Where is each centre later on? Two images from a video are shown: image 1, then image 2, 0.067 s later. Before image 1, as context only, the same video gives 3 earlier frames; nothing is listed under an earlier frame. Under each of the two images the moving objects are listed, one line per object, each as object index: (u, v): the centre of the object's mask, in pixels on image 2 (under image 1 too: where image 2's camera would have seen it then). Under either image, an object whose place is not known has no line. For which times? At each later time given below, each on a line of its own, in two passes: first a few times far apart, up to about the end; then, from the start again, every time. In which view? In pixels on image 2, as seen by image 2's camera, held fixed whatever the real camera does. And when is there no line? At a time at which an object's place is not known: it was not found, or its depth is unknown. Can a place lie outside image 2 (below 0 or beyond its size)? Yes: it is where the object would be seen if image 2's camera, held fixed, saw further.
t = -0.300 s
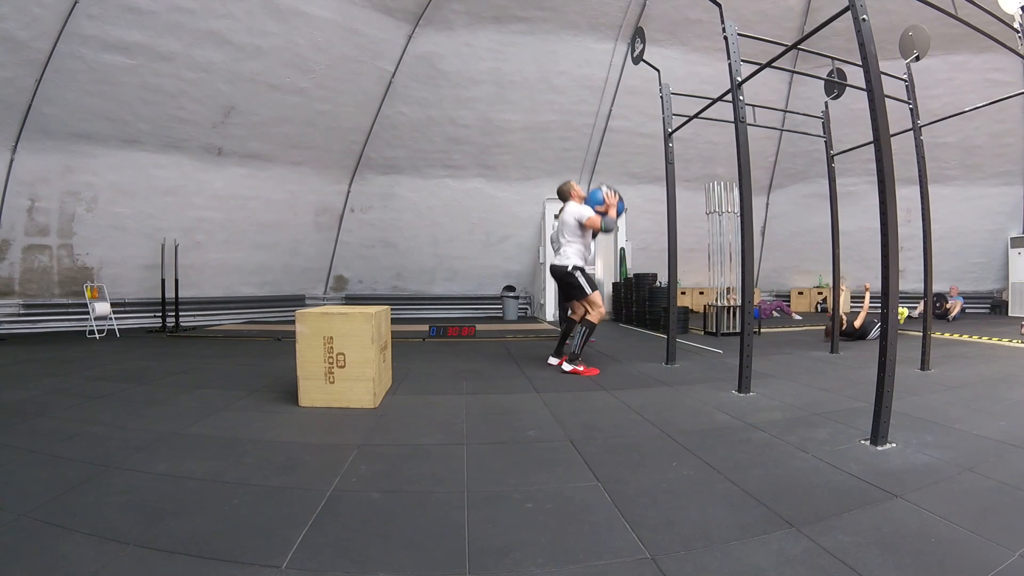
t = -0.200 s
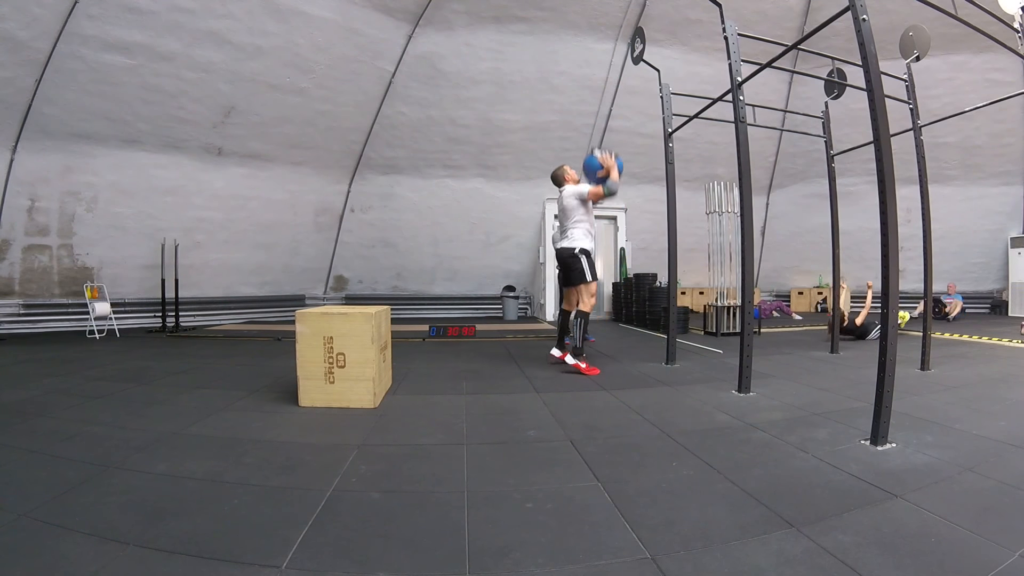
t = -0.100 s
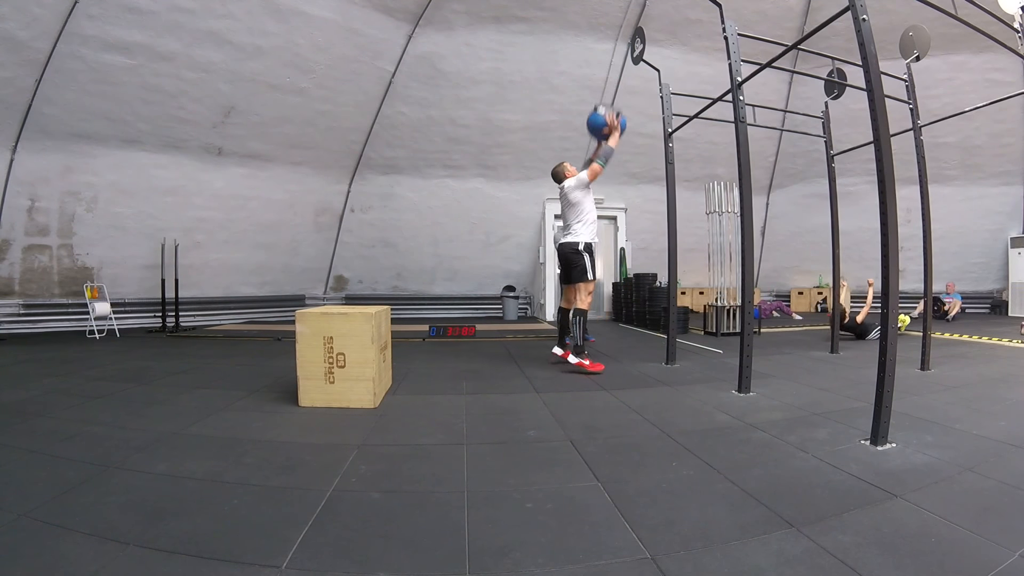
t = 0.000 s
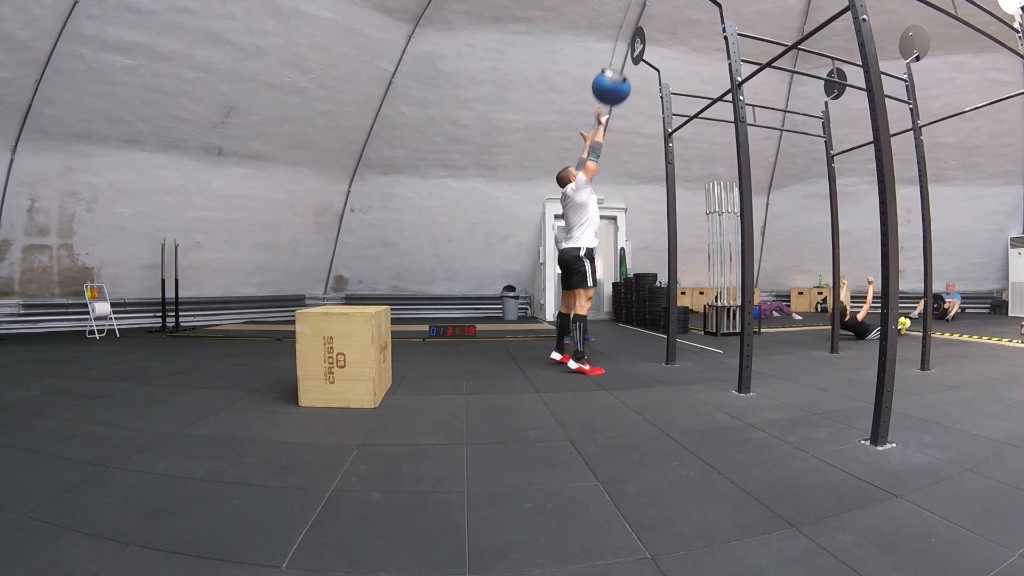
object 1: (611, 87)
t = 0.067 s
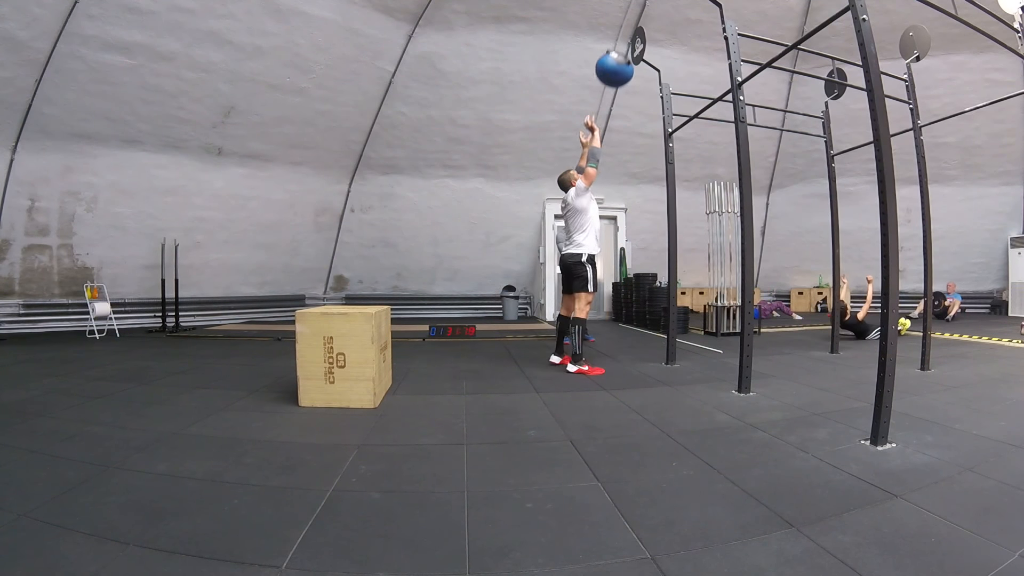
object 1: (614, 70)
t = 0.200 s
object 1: (621, 47)
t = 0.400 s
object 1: (617, 41)
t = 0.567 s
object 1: (612, 60)
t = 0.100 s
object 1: (616, 62)
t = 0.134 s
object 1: (617, 56)
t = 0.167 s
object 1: (619, 51)
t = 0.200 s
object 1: (621, 47)
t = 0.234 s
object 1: (621, 44)
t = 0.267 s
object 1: (621, 42)
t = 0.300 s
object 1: (621, 40)
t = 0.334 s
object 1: (620, 40)
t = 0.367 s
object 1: (618, 40)
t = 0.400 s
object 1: (617, 41)
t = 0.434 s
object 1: (615, 43)
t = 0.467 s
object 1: (614, 46)
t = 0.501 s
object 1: (613, 49)
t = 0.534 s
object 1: (612, 54)
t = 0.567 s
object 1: (612, 60)
